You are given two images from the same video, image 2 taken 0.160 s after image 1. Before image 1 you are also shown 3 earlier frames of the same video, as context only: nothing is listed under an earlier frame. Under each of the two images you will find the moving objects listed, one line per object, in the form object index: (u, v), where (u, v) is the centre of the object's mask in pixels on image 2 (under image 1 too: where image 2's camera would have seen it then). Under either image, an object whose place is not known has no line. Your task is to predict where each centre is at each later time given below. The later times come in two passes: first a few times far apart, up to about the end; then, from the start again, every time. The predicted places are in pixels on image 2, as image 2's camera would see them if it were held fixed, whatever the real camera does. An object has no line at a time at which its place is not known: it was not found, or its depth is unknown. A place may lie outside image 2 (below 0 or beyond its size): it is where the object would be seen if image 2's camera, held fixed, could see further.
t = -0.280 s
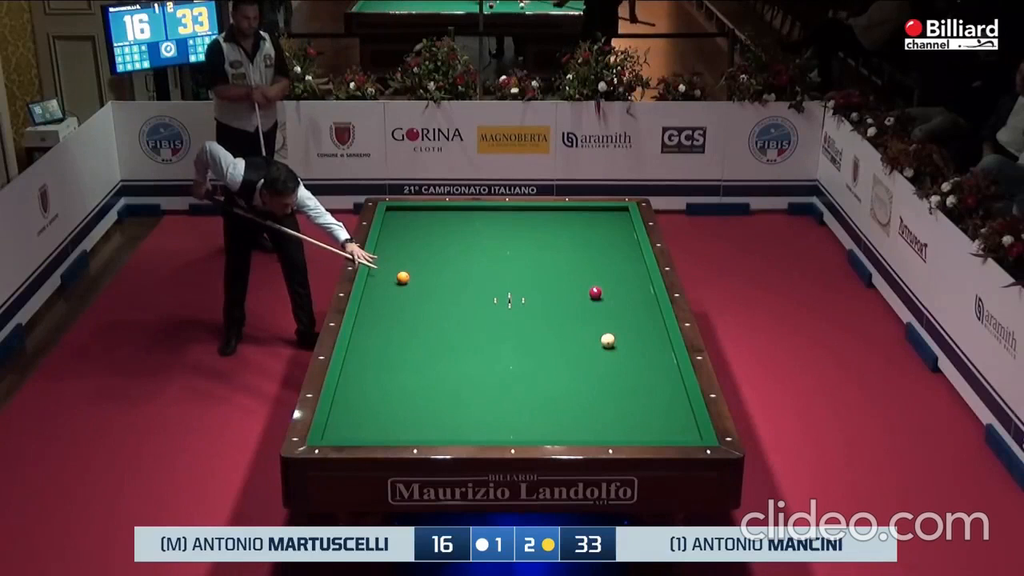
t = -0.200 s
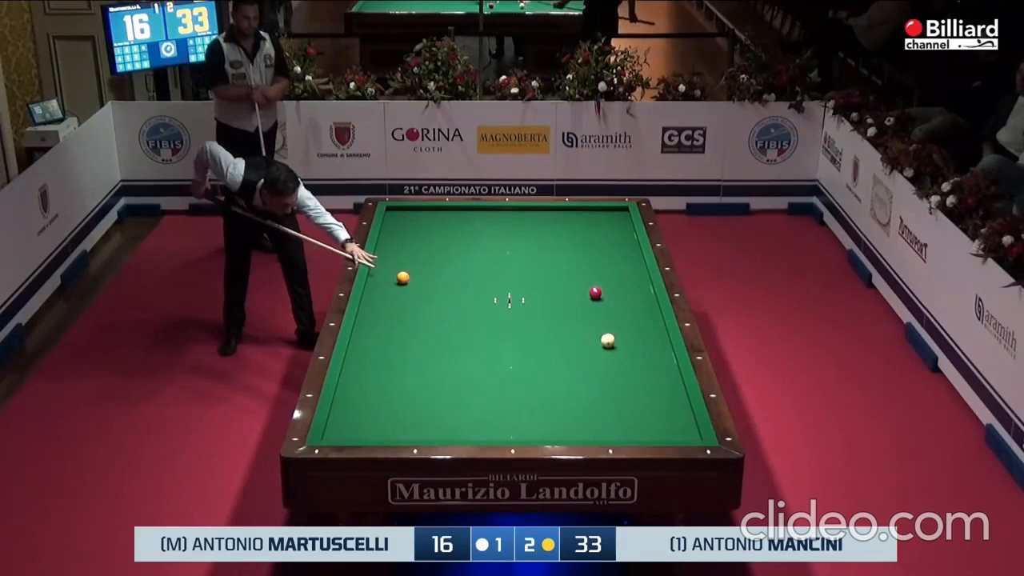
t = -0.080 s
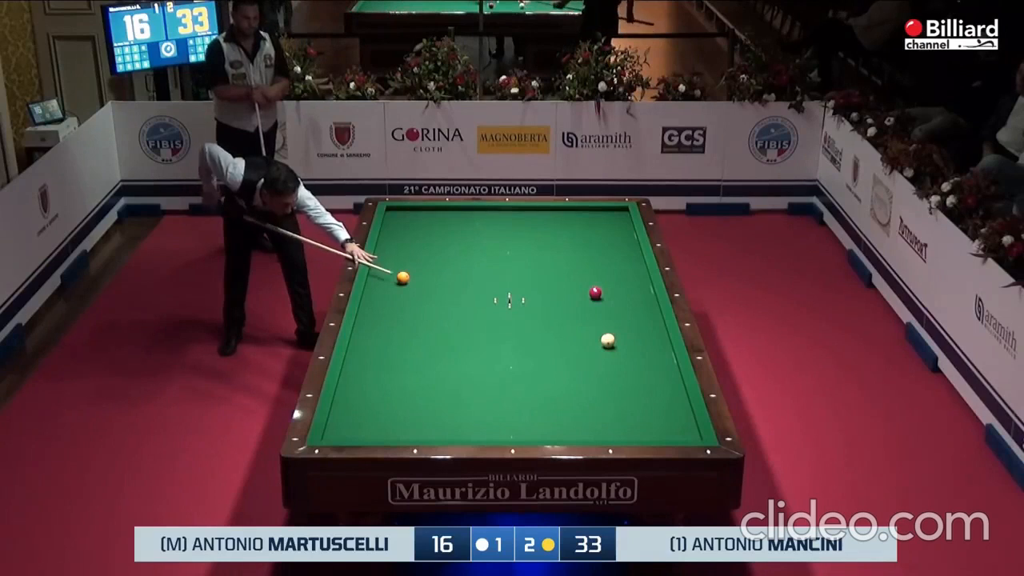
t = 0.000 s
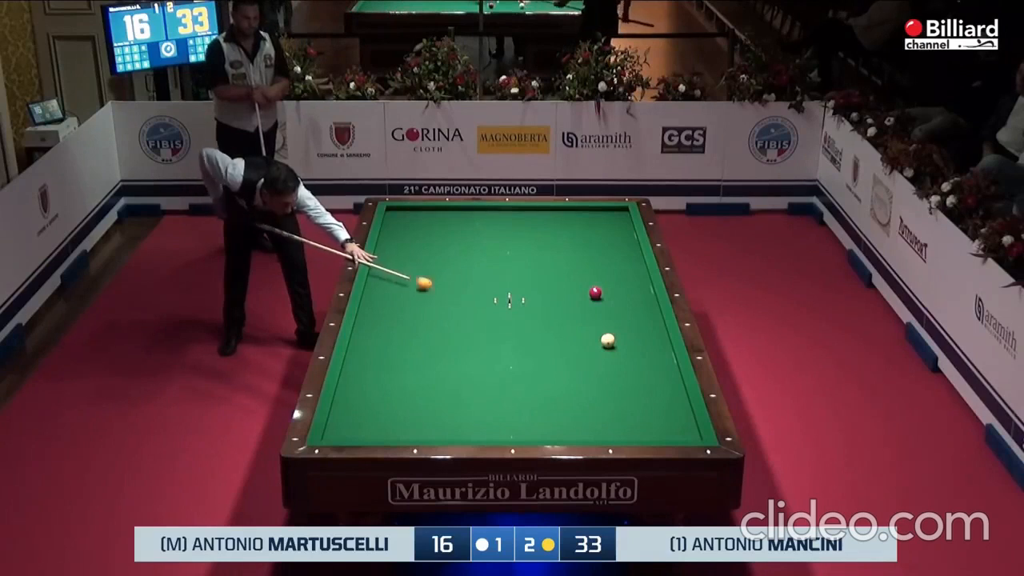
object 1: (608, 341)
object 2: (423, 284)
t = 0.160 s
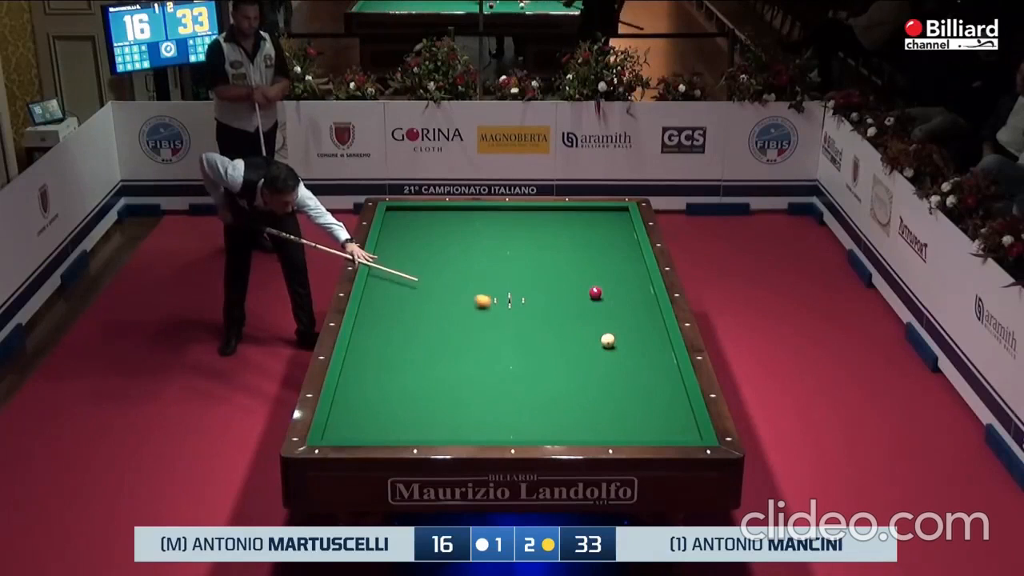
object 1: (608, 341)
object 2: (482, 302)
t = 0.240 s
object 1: (608, 341)
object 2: (510, 311)
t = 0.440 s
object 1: (608, 341)
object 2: (583, 332)
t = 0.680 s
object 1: (668, 367)
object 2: (619, 335)
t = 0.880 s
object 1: (647, 384)
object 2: (648, 337)
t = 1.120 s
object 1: (617, 401)
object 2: (650, 340)
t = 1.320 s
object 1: (591, 416)
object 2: (634, 343)
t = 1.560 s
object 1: (559, 433)
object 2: (615, 347)
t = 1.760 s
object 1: (532, 431)
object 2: (599, 349)
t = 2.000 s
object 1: (499, 421)
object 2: (580, 352)
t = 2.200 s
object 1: (473, 412)
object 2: (565, 355)
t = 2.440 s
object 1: (443, 402)
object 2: (547, 358)
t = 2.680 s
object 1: (415, 393)
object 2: (529, 362)
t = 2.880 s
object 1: (393, 385)
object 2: (515, 364)
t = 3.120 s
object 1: (368, 377)
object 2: (497, 367)
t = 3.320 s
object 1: (348, 370)
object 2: (484, 370)
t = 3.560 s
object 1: (366, 362)
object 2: (467, 373)
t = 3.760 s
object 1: (379, 355)
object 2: (454, 375)
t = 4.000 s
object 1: (395, 348)
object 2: (439, 377)
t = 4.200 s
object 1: (408, 342)
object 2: (426, 379)
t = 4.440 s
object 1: (422, 336)
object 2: (412, 382)
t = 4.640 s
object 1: (433, 330)
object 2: (400, 384)
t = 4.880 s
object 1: (446, 324)
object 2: (387, 386)
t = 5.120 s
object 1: (458, 319)
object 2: (374, 388)
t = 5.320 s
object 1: (468, 314)
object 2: (364, 390)
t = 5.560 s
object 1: (479, 309)
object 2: (352, 392)
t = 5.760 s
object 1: (488, 305)
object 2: (343, 394)
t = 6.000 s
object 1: (498, 301)
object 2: (346, 395)
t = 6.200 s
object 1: (506, 297)
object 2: (350, 396)
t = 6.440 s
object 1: (515, 293)
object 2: (355, 397)
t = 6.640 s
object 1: (522, 289)
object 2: (359, 398)
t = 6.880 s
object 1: (531, 286)
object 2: (362, 399)
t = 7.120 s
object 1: (538, 282)
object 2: (366, 400)
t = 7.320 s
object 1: (545, 279)
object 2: (368, 400)
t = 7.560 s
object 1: (552, 276)
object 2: (370, 401)
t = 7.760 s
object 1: (557, 274)
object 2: (372, 401)
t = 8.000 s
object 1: (563, 270)
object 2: (373, 401)
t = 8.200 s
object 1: (568, 268)
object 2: (373, 402)
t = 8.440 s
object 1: (574, 266)
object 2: (373, 402)
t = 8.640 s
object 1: (578, 264)
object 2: (373, 402)
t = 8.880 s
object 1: (583, 262)
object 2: (373, 402)
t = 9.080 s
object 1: (586, 260)
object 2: (373, 402)
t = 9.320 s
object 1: (591, 258)
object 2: (373, 402)
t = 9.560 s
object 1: (594, 256)
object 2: (373, 402)
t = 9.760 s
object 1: (597, 254)
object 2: (373, 402)
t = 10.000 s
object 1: (600, 253)
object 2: (373, 402)
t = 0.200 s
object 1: (608, 341)
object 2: (497, 306)
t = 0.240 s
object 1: (608, 341)
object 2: (510, 311)
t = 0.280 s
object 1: (608, 341)
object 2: (525, 314)
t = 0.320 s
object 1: (608, 341)
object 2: (539, 319)
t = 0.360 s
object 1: (608, 341)
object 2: (554, 323)
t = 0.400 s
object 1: (608, 341)
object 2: (568, 328)
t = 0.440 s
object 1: (608, 341)
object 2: (583, 332)
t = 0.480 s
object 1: (609, 341)
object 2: (597, 336)
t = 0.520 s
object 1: (621, 346)
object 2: (602, 336)
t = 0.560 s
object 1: (632, 351)
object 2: (605, 335)
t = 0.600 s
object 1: (645, 357)
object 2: (609, 335)
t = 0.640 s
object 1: (656, 362)
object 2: (614, 335)
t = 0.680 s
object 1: (668, 367)
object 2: (619, 335)
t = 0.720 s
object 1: (671, 372)
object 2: (624, 335)
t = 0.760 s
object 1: (664, 375)
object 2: (630, 335)
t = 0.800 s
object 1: (658, 378)
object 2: (636, 336)
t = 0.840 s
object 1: (652, 381)
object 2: (642, 336)
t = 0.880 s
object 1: (647, 384)
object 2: (648, 337)
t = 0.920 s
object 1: (642, 387)
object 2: (654, 338)
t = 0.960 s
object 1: (637, 389)
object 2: (660, 338)
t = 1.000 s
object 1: (632, 393)
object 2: (662, 339)
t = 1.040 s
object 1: (627, 395)
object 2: (658, 339)
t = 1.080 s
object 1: (622, 398)
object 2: (654, 340)
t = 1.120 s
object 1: (617, 401)
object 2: (650, 340)
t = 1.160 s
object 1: (612, 404)
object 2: (647, 341)
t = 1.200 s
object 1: (607, 407)
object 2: (644, 341)
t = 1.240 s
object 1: (602, 410)
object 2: (641, 342)
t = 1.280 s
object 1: (597, 413)
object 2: (637, 343)
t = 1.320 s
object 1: (591, 416)
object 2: (634, 343)
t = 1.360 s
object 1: (586, 419)
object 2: (631, 344)
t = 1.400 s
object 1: (581, 423)
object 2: (628, 344)
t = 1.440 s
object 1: (576, 425)
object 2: (624, 345)
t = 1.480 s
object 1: (570, 429)
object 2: (621, 346)
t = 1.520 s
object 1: (565, 431)
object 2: (618, 346)
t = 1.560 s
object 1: (559, 433)
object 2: (615, 347)
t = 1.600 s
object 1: (554, 435)
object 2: (611, 347)
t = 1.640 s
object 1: (548, 435)
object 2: (608, 348)
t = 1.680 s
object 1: (542, 433)
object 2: (605, 348)
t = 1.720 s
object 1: (537, 432)
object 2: (602, 349)
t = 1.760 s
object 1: (532, 431)
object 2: (599, 349)
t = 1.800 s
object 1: (526, 430)
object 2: (596, 350)
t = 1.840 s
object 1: (520, 428)
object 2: (593, 350)
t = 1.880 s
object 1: (515, 426)
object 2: (589, 351)
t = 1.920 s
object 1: (510, 425)
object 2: (586, 352)
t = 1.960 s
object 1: (504, 422)
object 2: (583, 352)
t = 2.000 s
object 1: (499, 421)
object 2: (580, 352)
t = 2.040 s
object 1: (493, 419)
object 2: (577, 353)
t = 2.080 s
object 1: (488, 417)
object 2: (574, 354)
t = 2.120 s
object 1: (483, 415)
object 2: (571, 354)
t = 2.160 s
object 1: (478, 414)
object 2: (568, 355)
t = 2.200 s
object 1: (473, 412)
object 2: (565, 355)
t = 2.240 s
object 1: (468, 410)
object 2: (562, 356)
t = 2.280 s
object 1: (463, 409)
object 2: (559, 356)
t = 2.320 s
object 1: (458, 407)
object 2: (556, 357)
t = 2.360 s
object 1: (453, 405)
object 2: (553, 357)
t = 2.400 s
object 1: (448, 404)
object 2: (550, 358)
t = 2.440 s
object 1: (443, 402)
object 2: (547, 358)
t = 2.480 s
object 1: (439, 401)
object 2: (544, 359)
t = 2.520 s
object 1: (434, 399)
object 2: (541, 360)
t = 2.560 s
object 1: (429, 397)
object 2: (538, 360)
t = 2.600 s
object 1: (424, 396)
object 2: (535, 361)
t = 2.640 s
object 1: (420, 394)
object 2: (532, 361)
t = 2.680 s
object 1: (415, 393)
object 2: (529, 362)
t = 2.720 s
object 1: (411, 391)
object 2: (526, 362)
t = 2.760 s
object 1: (406, 390)
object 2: (523, 363)
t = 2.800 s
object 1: (402, 388)
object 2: (520, 363)
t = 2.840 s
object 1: (397, 387)
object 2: (517, 364)
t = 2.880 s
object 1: (393, 385)
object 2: (515, 364)
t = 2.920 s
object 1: (389, 384)
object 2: (511, 365)
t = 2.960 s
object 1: (384, 382)
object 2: (509, 365)
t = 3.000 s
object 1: (380, 381)
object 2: (506, 366)
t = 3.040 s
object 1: (376, 379)
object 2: (503, 366)
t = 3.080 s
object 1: (372, 378)
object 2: (500, 367)
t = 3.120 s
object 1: (368, 377)
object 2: (497, 367)
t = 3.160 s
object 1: (363, 376)
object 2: (495, 368)
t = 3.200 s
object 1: (359, 374)
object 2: (492, 368)
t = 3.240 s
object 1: (355, 373)
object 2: (489, 369)
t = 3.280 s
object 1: (352, 372)
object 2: (486, 369)
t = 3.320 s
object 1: (348, 370)
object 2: (484, 370)
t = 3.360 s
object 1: (351, 369)
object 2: (481, 370)
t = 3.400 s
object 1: (354, 367)
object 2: (478, 371)
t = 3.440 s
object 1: (357, 366)
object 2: (475, 371)
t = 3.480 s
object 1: (360, 364)
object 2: (473, 372)
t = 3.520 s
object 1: (363, 363)
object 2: (470, 372)
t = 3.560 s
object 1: (366, 362)
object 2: (467, 373)
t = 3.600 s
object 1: (368, 360)
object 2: (465, 373)
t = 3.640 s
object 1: (371, 359)
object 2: (462, 373)
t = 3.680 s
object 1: (374, 358)
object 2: (459, 374)
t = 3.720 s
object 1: (377, 356)
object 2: (457, 374)
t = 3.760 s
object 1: (379, 355)
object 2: (454, 375)
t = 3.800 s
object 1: (382, 354)
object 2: (451, 375)
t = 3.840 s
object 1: (385, 353)
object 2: (449, 375)
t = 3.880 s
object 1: (387, 352)
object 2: (446, 376)
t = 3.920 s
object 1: (390, 350)
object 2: (444, 376)
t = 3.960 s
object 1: (393, 349)
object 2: (441, 377)
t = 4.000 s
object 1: (395, 348)
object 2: (439, 377)
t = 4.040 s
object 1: (398, 347)
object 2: (436, 378)
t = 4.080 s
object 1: (400, 346)
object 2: (434, 378)
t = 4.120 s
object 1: (403, 345)
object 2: (431, 379)
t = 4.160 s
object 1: (405, 343)
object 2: (429, 379)
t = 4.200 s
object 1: (408, 342)
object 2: (426, 379)
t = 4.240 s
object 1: (410, 341)
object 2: (424, 380)
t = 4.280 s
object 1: (412, 340)
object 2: (421, 380)
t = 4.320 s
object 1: (415, 339)
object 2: (419, 381)
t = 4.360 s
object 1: (417, 338)
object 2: (416, 381)
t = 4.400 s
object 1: (420, 336)
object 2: (414, 381)
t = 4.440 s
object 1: (422, 336)
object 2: (412, 382)
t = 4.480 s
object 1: (424, 335)
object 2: (409, 382)
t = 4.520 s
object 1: (427, 334)
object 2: (407, 383)
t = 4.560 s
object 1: (429, 332)
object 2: (405, 383)
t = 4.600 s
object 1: (431, 331)
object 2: (403, 384)
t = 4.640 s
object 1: (433, 330)
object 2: (400, 384)
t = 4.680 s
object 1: (435, 330)
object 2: (398, 385)
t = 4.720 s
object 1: (438, 328)
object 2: (396, 385)
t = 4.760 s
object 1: (440, 327)
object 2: (393, 385)
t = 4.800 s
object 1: (442, 326)
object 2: (391, 386)
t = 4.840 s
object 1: (444, 325)
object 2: (389, 386)
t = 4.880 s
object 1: (446, 324)
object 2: (387, 386)
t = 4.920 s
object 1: (448, 324)
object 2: (385, 387)
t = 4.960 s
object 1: (450, 322)
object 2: (383, 387)
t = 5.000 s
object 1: (452, 322)
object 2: (380, 387)
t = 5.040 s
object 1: (454, 321)
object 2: (378, 388)
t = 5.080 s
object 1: (456, 319)
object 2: (376, 388)
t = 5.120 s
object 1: (458, 319)
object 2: (374, 388)
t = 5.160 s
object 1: (460, 318)
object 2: (372, 389)
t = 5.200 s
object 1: (462, 317)
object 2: (370, 389)
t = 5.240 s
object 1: (464, 316)
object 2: (368, 390)
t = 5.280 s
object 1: (466, 315)
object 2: (366, 390)
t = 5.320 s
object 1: (468, 314)
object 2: (364, 390)
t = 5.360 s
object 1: (470, 314)
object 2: (362, 391)
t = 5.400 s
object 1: (472, 312)
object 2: (360, 391)
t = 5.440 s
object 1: (474, 312)
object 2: (358, 391)
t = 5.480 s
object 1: (475, 311)
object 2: (356, 392)
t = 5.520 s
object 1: (477, 310)
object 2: (354, 392)
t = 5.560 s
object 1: (479, 309)
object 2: (352, 392)
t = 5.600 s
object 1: (481, 308)
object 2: (350, 393)
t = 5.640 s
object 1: (482, 308)
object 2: (349, 393)
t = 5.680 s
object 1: (484, 307)
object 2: (347, 393)
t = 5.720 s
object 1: (486, 306)
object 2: (345, 394)
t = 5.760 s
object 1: (488, 305)
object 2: (343, 394)
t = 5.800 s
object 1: (489, 304)
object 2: (341, 394)
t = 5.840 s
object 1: (491, 303)
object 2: (342, 394)
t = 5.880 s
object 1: (493, 303)
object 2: (343, 394)
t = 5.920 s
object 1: (494, 302)
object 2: (343, 395)
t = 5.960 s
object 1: (496, 301)
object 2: (344, 395)
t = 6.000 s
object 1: (498, 301)
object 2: (346, 395)
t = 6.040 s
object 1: (499, 300)
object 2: (346, 395)
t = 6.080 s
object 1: (501, 299)
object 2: (347, 396)
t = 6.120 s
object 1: (502, 298)
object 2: (348, 396)
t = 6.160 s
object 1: (504, 297)
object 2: (349, 396)
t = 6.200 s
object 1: (506, 297)
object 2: (350, 396)
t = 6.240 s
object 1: (508, 296)
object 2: (351, 396)
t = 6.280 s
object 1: (509, 295)
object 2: (351, 396)
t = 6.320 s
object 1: (511, 295)
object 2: (352, 397)
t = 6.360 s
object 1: (512, 294)
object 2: (353, 397)
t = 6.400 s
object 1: (513, 293)
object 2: (354, 397)
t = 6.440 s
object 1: (515, 293)
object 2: (355, 397)
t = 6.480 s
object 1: (516, 292)
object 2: (356, 397)
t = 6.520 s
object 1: (518, 292)
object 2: (356, 397)
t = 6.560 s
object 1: (519, 291)
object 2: (357, 398)
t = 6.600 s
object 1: (521, 290)
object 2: (358, 398)
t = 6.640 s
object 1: (522, 289)
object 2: (359, 398)
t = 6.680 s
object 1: (524, 289)
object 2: (359, 398)
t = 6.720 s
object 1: (525, 288)
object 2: (360, 398)
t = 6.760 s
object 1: (526, 288)
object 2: (360, 398)
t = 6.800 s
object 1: (528, 287)
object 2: (361, 399)
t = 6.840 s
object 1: (529, 286)
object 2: (362, 399)
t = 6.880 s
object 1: (531, 286)
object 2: (362, 399)
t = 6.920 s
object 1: (532, 285)
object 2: (363, 399)
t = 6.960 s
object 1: (533, 284)
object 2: (364, 399)
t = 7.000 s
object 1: (535, 284)
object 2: (364, 400)
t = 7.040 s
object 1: (536, 283)
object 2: (364, 400)
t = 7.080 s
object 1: (537, 283)
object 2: (365, 400)
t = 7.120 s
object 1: (538, 282)
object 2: (366, 400)
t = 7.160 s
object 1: (540, 282)
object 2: (366, 400)
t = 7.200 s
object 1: (541, 281)
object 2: (367, 400)
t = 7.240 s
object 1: (542, 280)
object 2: (367, 400)
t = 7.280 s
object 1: (544, 280)
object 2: (368, 400)
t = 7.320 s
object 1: (545, 279)
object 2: (368, 400)
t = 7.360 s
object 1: (546, 279)
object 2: (368, 400)
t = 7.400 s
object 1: (547, 278)
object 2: (369, 400)
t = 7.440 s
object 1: (548, 278)
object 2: (369, 401)
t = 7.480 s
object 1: (549, 277)
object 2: (370, 401)
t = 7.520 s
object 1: (551, 277)
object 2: (370, 401)
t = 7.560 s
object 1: (552, 276)
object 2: (370, 401)
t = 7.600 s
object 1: (553, 276)
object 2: (371, 401)
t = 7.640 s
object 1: (554, 275)
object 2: (371, 401)
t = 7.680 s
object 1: (555, 274)
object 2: (371, 401)
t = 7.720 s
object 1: (556, 274)
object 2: (372, 401)
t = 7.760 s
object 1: (557, 274)
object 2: (372, 401)
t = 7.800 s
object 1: (558, 273)
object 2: (372, 401)
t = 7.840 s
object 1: (559, 272)
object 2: (372, 401)
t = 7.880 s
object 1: (560, 272)
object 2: (372, 401)
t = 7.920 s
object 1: (561, 272)
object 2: (373, 401)
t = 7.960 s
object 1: (562, 271)
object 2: (373, 401)
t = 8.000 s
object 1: (563, 270)
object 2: (373, 401)
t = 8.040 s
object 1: (564, 270)
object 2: (373, 401)
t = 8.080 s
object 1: (565, 270)
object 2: (373, 402)
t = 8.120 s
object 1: (566, 269)
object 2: (373, 402)
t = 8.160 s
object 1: (567, 269)
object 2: (373, 402)
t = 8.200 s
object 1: (568, 268)
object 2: (373, 402)
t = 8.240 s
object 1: (569, 268)
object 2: (373, 402)
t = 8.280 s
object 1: (570, 268)
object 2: (373, 402)
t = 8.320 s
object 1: (571, 267)
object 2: (373, 402)
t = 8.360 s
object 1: (572, 267)
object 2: (373, 402)
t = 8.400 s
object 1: (573, 266)
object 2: (373, 402)
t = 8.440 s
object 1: (574, 266)
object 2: (373, 402)
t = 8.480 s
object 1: (575, 265)
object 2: (373, 402)
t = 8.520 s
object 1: (576, 265)
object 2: (373, 402)
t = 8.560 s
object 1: (576, 265)
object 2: (373, 402)
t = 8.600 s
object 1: (577, 264)
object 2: (373, 402)
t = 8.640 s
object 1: (578, 264)
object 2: (373, 402)
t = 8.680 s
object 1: (579, 263)
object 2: (373, 402)
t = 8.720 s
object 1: (580, 263)
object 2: (373, 402)
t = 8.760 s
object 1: (581, 263)
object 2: (373, 402)
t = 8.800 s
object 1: (581, 262)
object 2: (373, 402)
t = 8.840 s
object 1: (582, 262)
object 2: (373, 402)
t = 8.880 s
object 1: (583, 262)
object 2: (373, 402)
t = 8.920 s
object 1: (583, 261)
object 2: (373, 402)
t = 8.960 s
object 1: (584, 261)
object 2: (373, 402)
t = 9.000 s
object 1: (585, 260)
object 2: (373, 402)
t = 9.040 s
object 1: (586, 260)
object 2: (373, 402)
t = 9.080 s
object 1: (586, 260)
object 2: (373, 402)
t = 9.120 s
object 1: (587, 259)
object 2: (373, 402)
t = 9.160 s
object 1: (588, 259)
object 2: (373, 402)
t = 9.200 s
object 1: (589, 258)
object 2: (373, 402)
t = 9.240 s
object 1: (589, 258)
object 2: (373, 402)
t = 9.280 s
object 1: (590, 258)
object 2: (373, 402)
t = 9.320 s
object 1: (591, 258)
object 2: (373, 402)
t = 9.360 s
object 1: (591, 257)
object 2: (373, 402)
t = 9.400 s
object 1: (592, 257)
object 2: (373, 402)
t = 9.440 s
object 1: (593, 257)
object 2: (373, 402)
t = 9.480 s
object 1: (593, 256)
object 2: (373, 402)
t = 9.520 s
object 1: (594, 256)
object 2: (373, 402)
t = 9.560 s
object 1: (594, 256)
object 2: (373, 402)
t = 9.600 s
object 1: (595, 255)
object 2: (373, 402)
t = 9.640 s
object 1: (595, 255)
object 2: (373, 402)
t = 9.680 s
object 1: (596, 255)
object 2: (373, 402)
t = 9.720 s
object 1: (597, 255)
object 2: (373, 402)
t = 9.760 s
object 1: (597, 254)
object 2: (373, 402)
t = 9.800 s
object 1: (598, 254)
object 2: (373, 402)
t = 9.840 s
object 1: (598, 254)
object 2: (373, 402)
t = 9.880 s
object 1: (599, 254)
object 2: (373, 402)
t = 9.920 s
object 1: (599, 253)
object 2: (373, 402)
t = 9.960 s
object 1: (600, 253)
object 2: (373, 402)
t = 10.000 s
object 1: (600, 253)
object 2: (373, 402)
